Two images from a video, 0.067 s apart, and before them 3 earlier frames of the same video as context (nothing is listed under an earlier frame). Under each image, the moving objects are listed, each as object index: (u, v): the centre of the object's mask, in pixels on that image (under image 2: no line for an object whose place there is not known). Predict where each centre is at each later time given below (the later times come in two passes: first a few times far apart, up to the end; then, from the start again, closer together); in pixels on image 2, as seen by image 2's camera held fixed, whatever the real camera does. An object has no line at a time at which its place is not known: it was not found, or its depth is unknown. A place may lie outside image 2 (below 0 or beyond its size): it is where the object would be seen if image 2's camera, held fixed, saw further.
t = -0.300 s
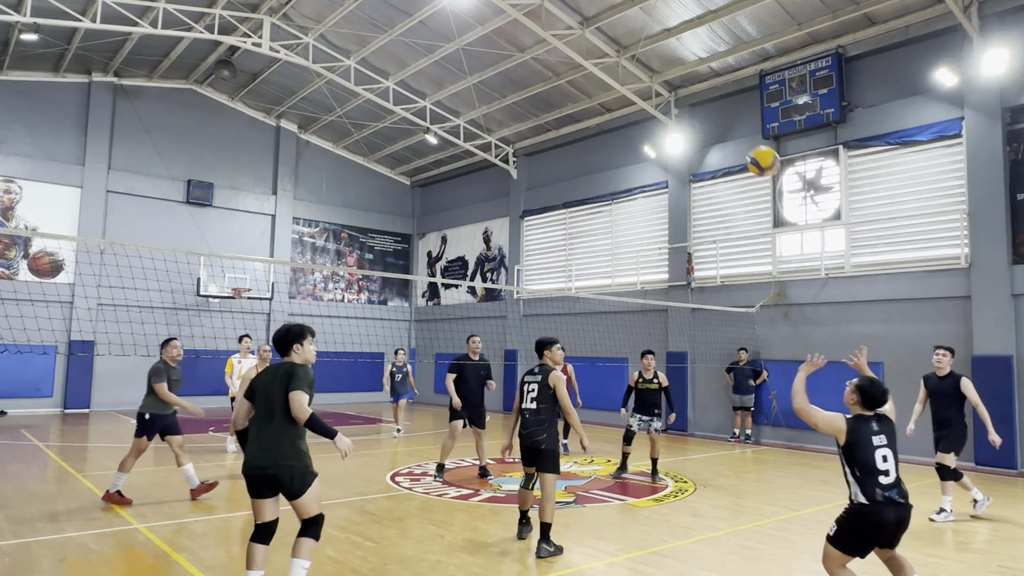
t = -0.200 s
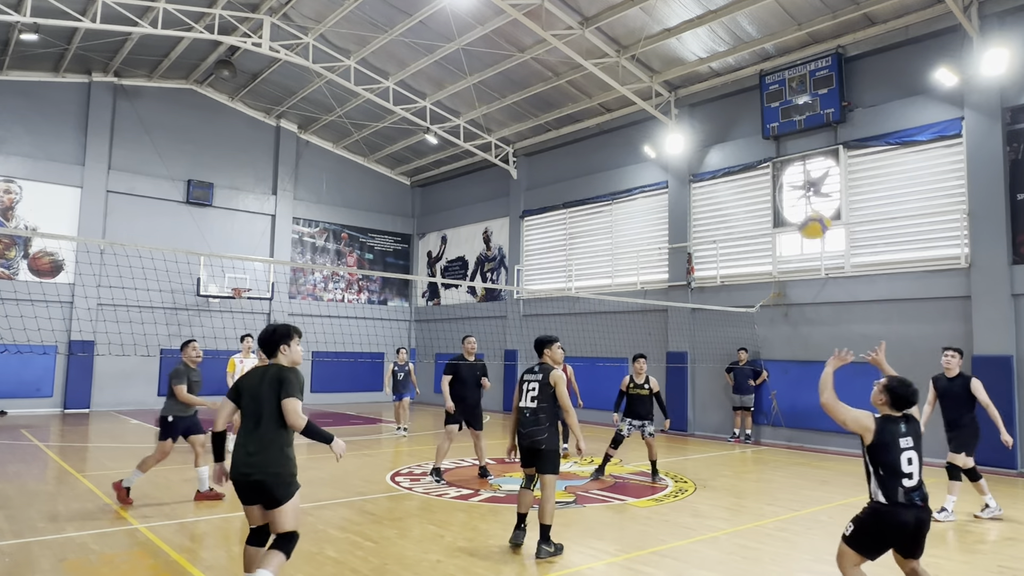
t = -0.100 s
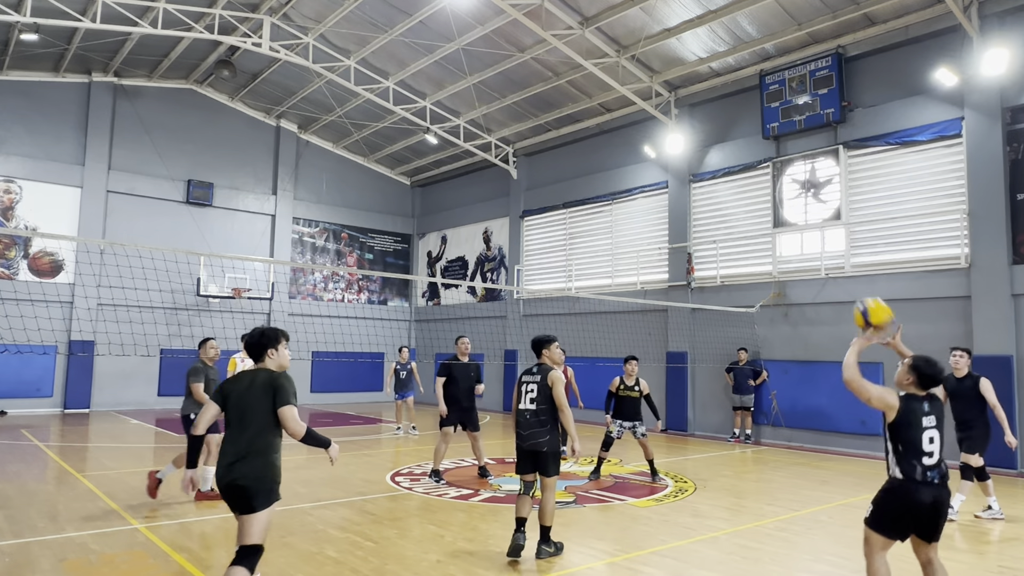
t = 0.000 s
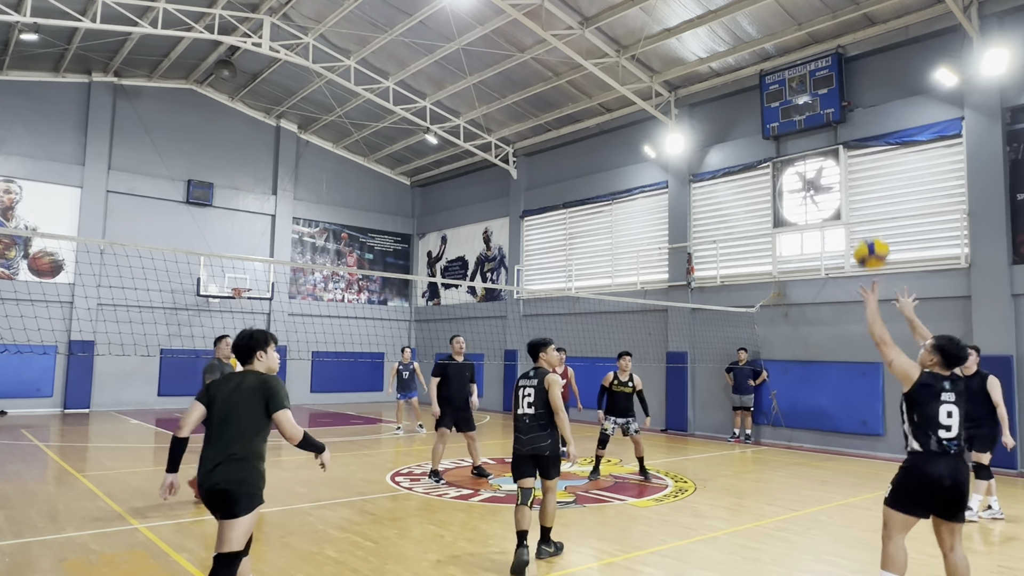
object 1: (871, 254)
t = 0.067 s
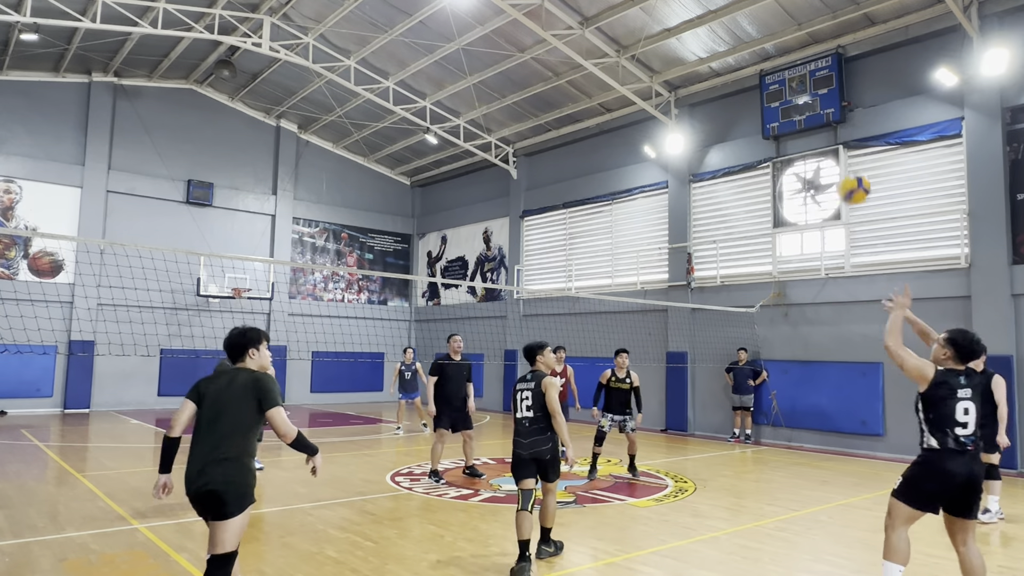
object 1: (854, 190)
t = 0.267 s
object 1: (813, 69)
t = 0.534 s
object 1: (777, 18)
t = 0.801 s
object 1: (750, 48)
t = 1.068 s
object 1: (730, 133)
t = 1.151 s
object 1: (724, 169)
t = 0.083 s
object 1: (850, 176)
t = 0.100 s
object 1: (846, 161)
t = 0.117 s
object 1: (842, 149)
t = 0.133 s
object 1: (838, 139)
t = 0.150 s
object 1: (834, 128)
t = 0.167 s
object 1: (831, 118)
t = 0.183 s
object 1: (828, 108)
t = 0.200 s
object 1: (825, 99)
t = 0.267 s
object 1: (813, 69)
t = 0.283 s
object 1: (811, 62)
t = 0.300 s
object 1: (808, 57)
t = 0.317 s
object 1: (805, 51)
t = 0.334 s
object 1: (803, 47)
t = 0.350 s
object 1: (801, 42)
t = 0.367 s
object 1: (798, 38)
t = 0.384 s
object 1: (796, 34)
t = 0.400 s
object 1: (794, 31)
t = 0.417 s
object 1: (791, 28)
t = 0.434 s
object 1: (789, 26)
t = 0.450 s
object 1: (787, 24)
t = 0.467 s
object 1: (785, 22)
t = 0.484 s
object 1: (783, 21)
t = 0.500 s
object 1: (781, 19)
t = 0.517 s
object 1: (779, 19)
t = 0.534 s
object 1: (777, 18)
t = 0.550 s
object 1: (775, 18)
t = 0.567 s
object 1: (773, 18)
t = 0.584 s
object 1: (772, 18)
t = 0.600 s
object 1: (770, 19)
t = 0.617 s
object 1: (768, 20)
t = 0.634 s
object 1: (766, 21)
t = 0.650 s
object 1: (764, 23)
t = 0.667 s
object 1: (763, 24)
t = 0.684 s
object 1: (761, 26)
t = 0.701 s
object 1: (760, 29)
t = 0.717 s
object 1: (758, 31)
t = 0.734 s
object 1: (756, 34)
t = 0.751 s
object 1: (755, 37)
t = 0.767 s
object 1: (754, 40)
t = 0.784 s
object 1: (752, 44)
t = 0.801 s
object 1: (750, 48)
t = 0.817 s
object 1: (749, 52)
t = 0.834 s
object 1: (748, 55)
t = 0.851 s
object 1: (747, 60)
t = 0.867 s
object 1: (745, 64)
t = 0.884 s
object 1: (744, 69)
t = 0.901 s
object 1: (742, 74)
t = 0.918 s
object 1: (741, 79)
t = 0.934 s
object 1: (740, 85)
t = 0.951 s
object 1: (738, 90)
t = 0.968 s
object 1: (737, 96)
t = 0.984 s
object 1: (736, 102)
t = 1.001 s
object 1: (735, 108)
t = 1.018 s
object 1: (733, 114)
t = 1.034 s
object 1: (732, 120)
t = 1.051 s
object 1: (731, 127)
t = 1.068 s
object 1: (730, 133)
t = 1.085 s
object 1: (729, 140)
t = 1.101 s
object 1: (727, 147)
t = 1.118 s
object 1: (726, 155)
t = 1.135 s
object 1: (725, 162)
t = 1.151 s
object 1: (724, 169)
